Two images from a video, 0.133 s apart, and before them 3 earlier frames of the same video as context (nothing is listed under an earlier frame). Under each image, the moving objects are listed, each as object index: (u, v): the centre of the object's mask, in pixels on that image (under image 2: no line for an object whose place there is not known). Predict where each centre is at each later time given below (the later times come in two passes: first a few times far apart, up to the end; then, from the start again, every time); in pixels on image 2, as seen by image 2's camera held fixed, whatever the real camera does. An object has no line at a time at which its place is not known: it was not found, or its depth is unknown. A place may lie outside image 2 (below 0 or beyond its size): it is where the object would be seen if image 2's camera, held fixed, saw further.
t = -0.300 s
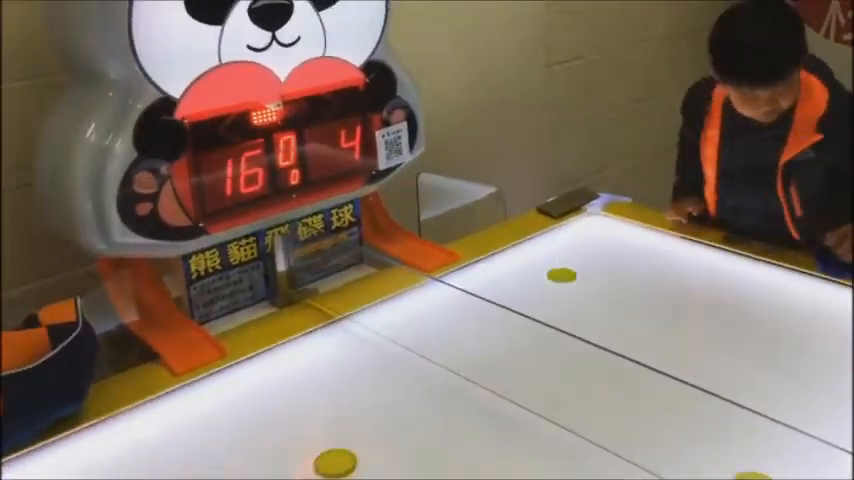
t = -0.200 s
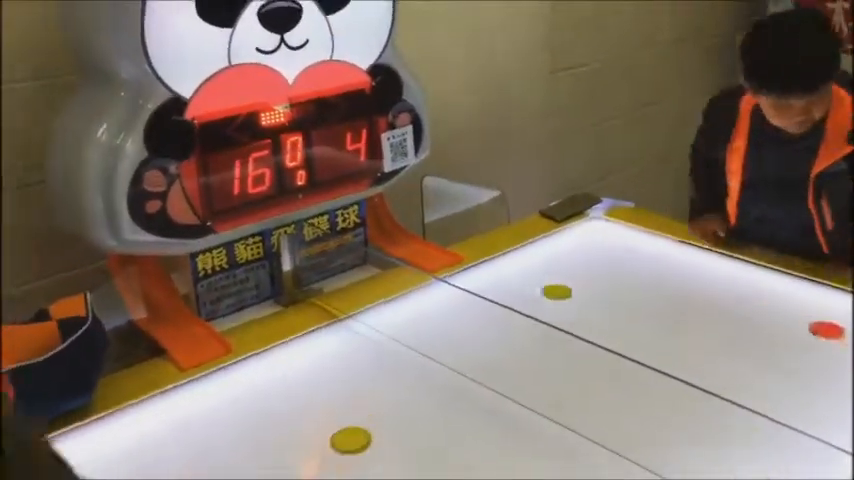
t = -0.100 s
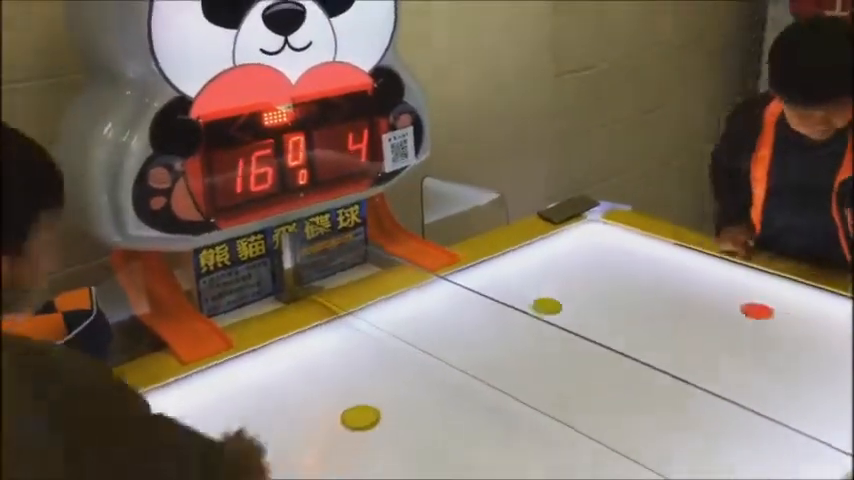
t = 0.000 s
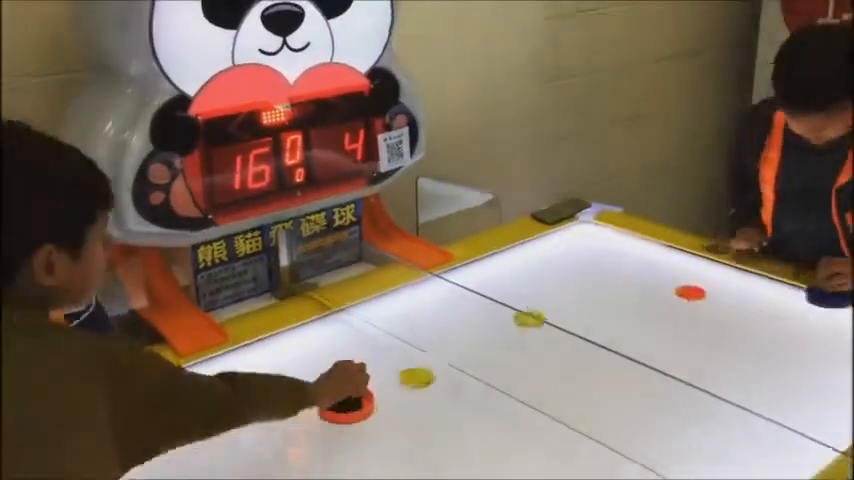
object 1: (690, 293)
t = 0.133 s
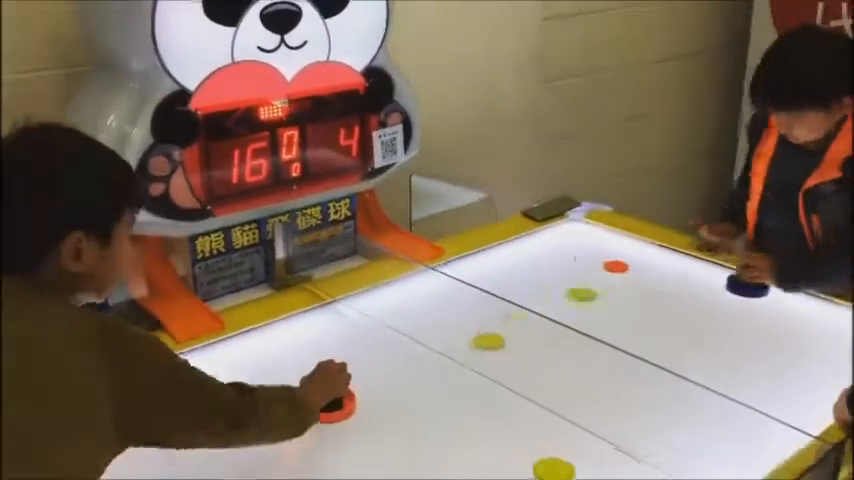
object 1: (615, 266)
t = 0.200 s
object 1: (589, 257)
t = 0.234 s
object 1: (576, 252)
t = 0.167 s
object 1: (602, 262)
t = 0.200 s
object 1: (589, 257)
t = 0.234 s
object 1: (576, 252)
